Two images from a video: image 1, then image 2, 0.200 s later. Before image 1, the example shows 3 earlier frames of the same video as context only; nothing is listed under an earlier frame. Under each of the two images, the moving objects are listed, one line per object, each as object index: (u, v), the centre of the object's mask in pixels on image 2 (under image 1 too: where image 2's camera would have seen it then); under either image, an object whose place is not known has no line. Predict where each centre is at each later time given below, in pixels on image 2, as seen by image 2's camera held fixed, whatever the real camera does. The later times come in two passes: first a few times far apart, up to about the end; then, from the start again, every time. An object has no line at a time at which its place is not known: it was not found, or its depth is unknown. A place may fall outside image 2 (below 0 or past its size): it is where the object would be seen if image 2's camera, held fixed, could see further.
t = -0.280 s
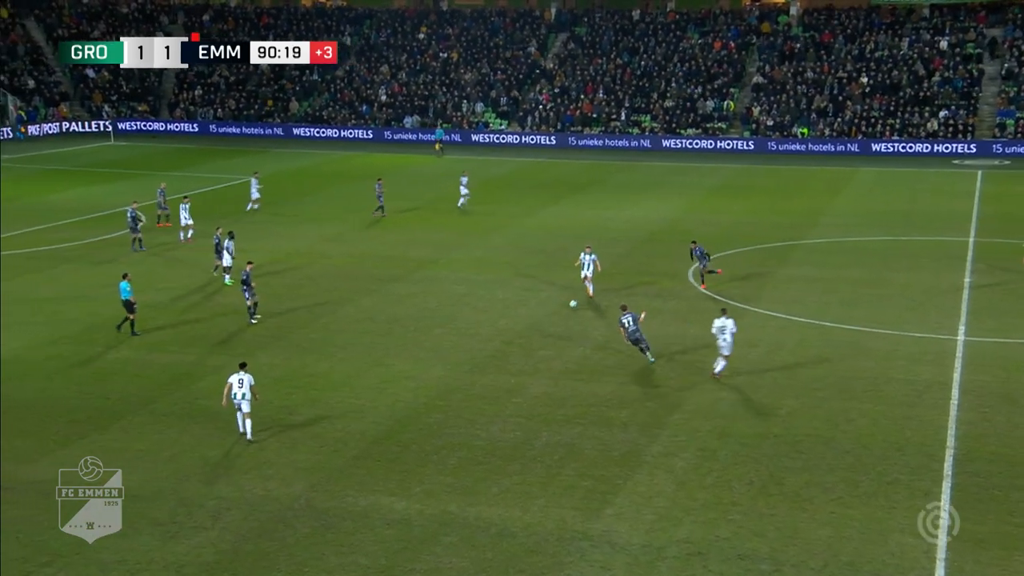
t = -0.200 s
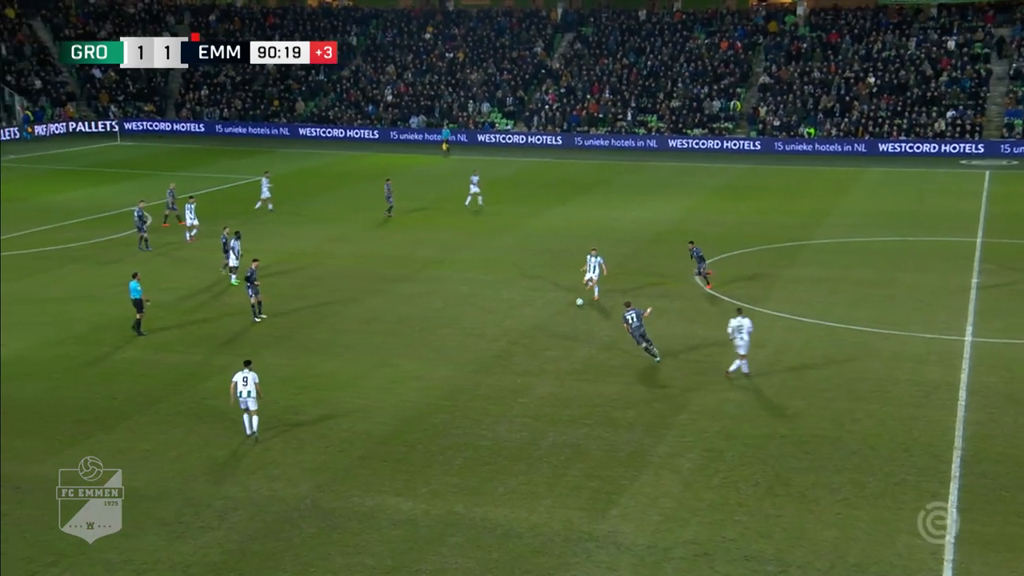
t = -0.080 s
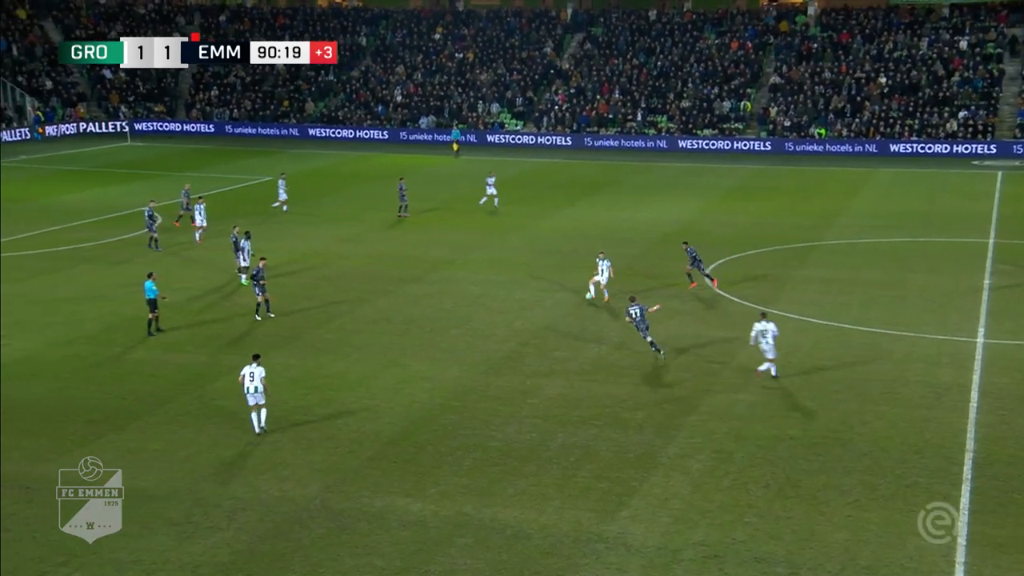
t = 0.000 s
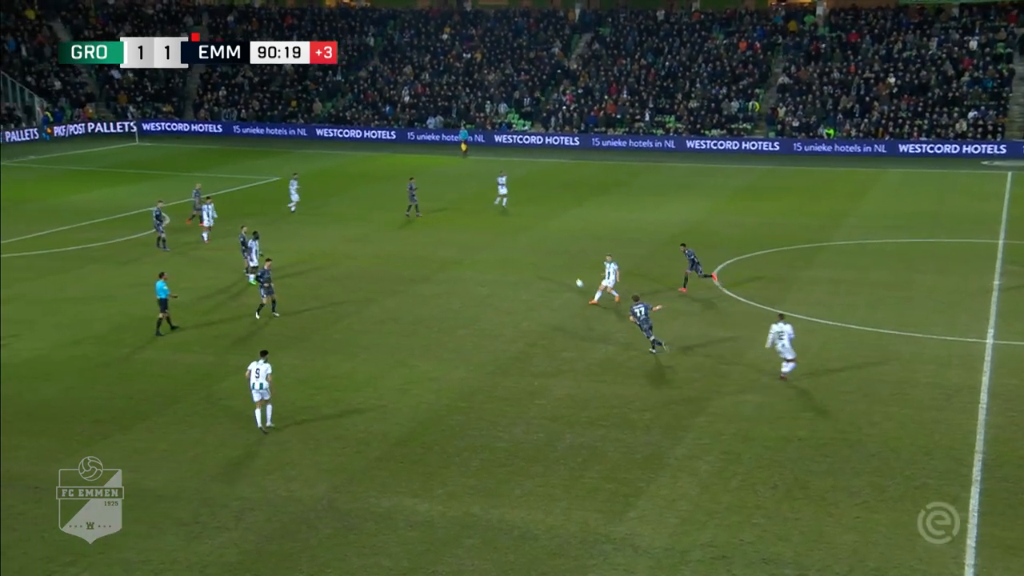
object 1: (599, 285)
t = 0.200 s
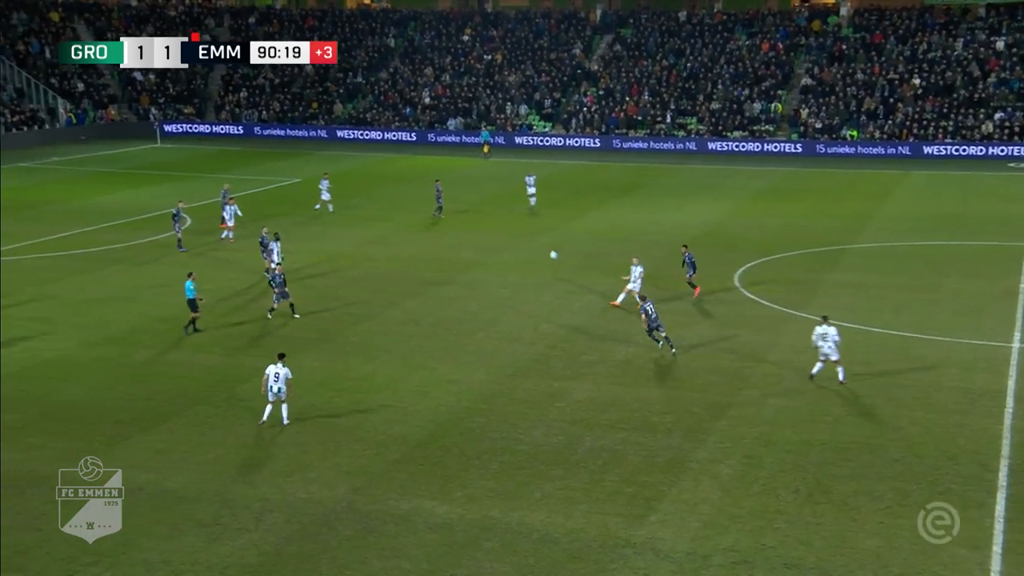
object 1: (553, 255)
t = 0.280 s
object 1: (535, 245)
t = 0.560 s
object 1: (468, 223)
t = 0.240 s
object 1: (544, 250)
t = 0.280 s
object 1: (535, 245)
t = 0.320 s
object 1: (526, 241)
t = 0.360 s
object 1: (516, 236)
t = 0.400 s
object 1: (507, 233)
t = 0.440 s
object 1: (497, 230)
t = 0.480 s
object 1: (488, 227)
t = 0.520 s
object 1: (478, 224)
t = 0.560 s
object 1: (468, 223)
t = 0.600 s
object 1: (459, 221)
